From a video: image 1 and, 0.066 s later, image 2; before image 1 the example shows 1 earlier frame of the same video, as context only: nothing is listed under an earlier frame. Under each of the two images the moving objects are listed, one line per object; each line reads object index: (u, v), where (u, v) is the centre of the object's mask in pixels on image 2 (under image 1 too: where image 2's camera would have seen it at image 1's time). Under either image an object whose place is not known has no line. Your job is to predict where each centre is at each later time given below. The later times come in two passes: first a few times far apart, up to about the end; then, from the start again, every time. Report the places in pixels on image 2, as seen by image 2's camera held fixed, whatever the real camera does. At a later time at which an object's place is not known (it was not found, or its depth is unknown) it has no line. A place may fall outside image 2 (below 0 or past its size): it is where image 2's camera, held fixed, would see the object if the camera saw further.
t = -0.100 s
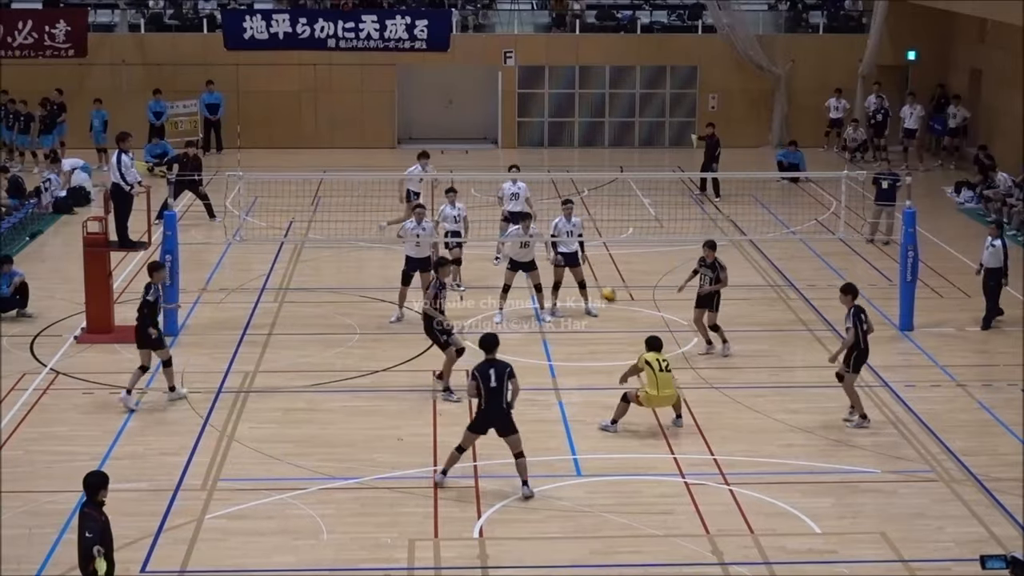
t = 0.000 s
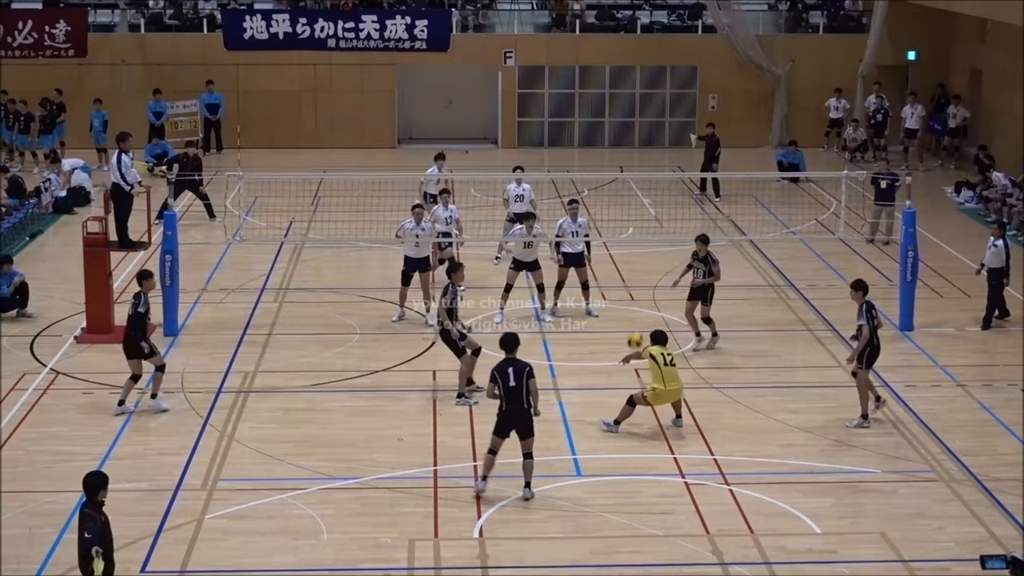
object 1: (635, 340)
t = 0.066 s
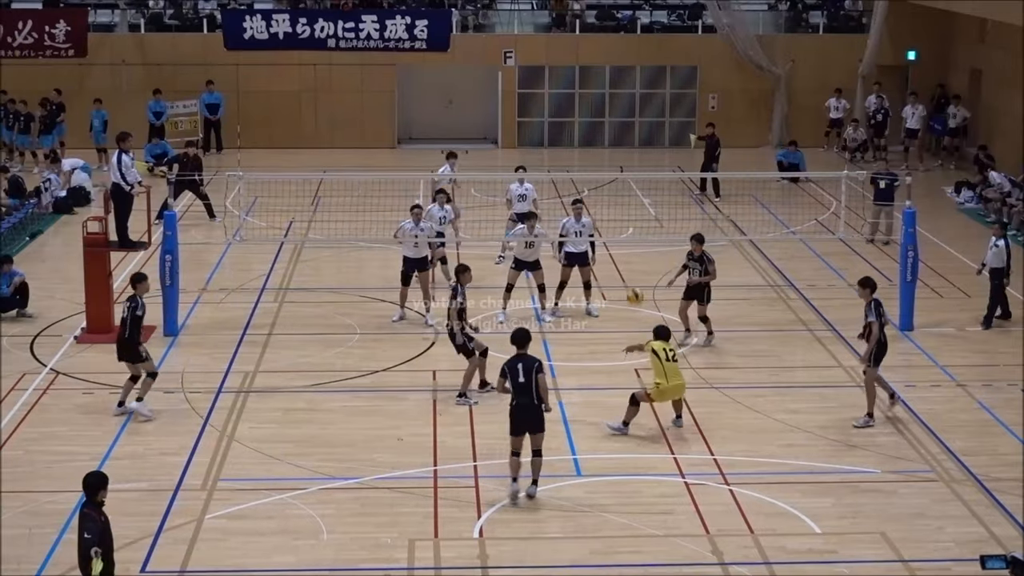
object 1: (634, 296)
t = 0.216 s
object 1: (634, 213)
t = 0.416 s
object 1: (632, 130)
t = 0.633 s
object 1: (630, 79)
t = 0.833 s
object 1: (628, 64)
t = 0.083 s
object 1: (634, 286)
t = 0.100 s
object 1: (634, 275)
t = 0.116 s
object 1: (634, 265)
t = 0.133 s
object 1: (634, 256)
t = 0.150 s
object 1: (634, 247)
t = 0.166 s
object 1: (634, 238)
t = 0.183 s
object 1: (634, 230)
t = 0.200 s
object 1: (634, 220)
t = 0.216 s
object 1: (634, 213)
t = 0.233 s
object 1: (635, 204)
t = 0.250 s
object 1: (635, 195)
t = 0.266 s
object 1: (634, 188)
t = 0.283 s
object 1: (634, 181)
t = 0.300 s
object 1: (634, 173)
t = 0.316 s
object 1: (634, 166)
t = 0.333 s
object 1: (633, 160)
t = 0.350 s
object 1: (633, 154)
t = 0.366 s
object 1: (633, 146)
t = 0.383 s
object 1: (633, 141)
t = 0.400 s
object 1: (632, 136)
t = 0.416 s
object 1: (632, 130)
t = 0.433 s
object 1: (632, 126)
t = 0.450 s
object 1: (632, 120)
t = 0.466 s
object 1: (632, 115)
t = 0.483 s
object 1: (632, 110)
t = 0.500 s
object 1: (632, 106)
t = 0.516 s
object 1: (632, 102)
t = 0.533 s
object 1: (632, 98)
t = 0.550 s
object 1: (631, 94)
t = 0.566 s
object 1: (631, 91)
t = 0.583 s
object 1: (631, 88)
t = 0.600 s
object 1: (631, 85)
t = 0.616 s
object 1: (630, 82)
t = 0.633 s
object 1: (630, 79)
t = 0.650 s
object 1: (630, 76)
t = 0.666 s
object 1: (630, 74)
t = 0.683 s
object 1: (630, 73)
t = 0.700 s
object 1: (630, 71)
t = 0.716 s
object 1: (629, 69)
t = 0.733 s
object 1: (629, 68)
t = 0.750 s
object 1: (629, 67)
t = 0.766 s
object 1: (629, 66)
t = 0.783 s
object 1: (628, 65)
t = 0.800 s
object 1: (628, 65)
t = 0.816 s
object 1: (628, 64)
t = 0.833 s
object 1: (628, 64)
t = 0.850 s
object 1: (628, 64)
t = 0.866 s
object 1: (628, 64)
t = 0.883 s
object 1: (627, 65)
